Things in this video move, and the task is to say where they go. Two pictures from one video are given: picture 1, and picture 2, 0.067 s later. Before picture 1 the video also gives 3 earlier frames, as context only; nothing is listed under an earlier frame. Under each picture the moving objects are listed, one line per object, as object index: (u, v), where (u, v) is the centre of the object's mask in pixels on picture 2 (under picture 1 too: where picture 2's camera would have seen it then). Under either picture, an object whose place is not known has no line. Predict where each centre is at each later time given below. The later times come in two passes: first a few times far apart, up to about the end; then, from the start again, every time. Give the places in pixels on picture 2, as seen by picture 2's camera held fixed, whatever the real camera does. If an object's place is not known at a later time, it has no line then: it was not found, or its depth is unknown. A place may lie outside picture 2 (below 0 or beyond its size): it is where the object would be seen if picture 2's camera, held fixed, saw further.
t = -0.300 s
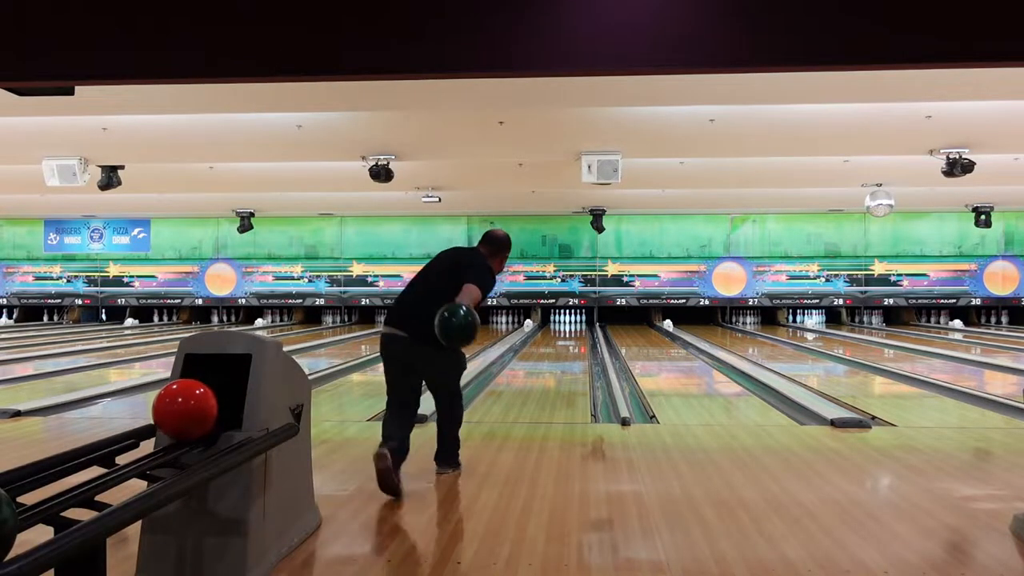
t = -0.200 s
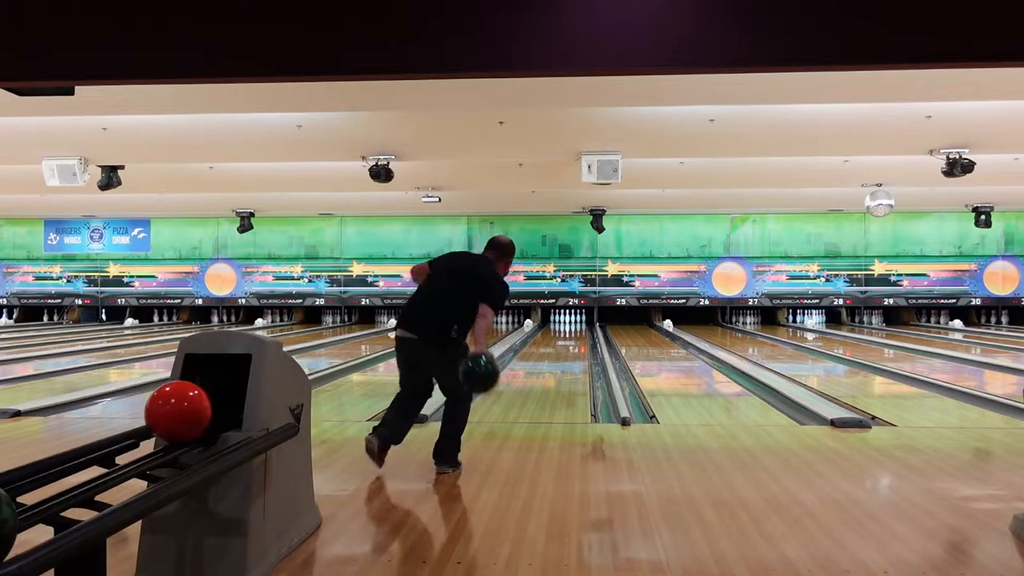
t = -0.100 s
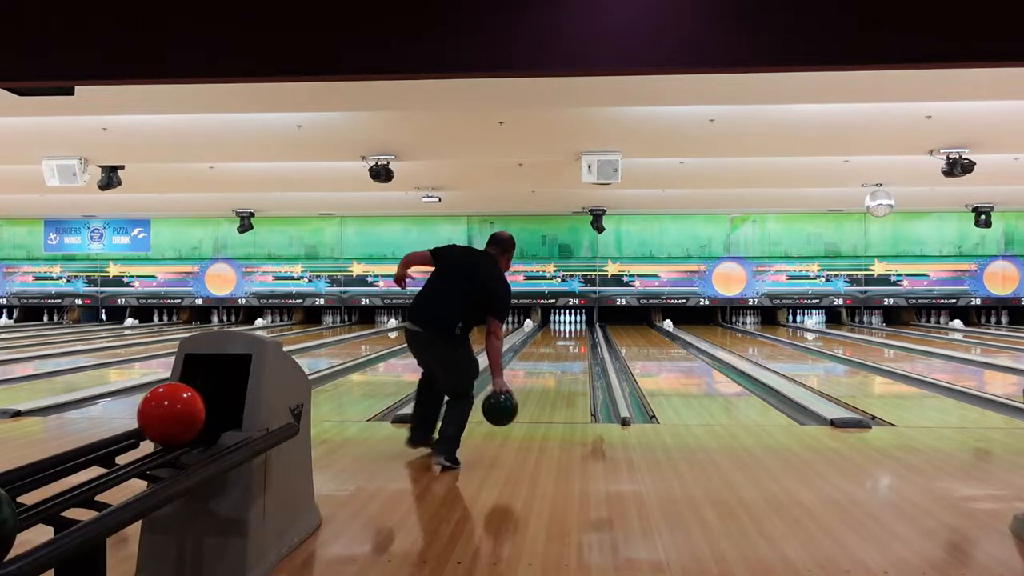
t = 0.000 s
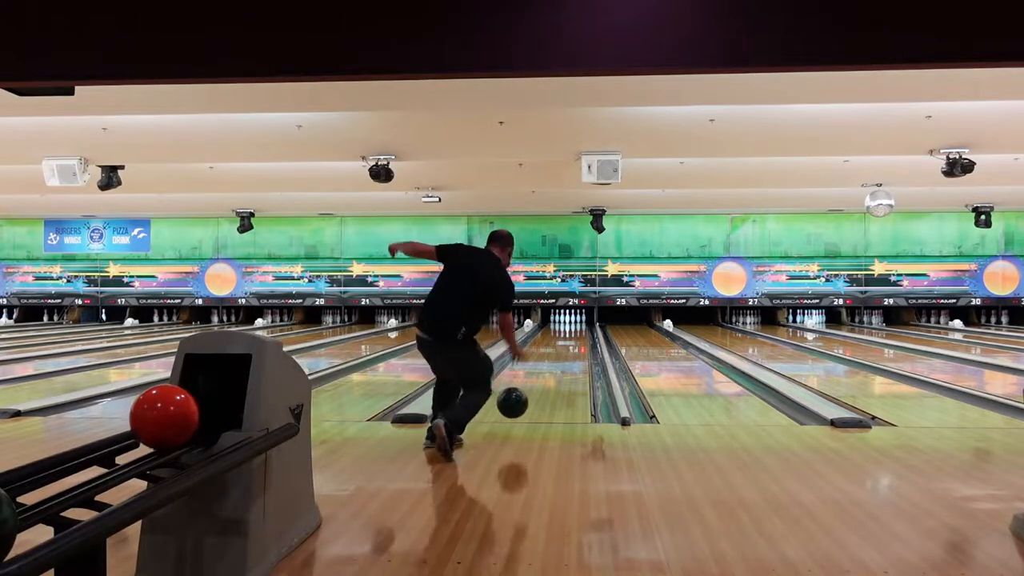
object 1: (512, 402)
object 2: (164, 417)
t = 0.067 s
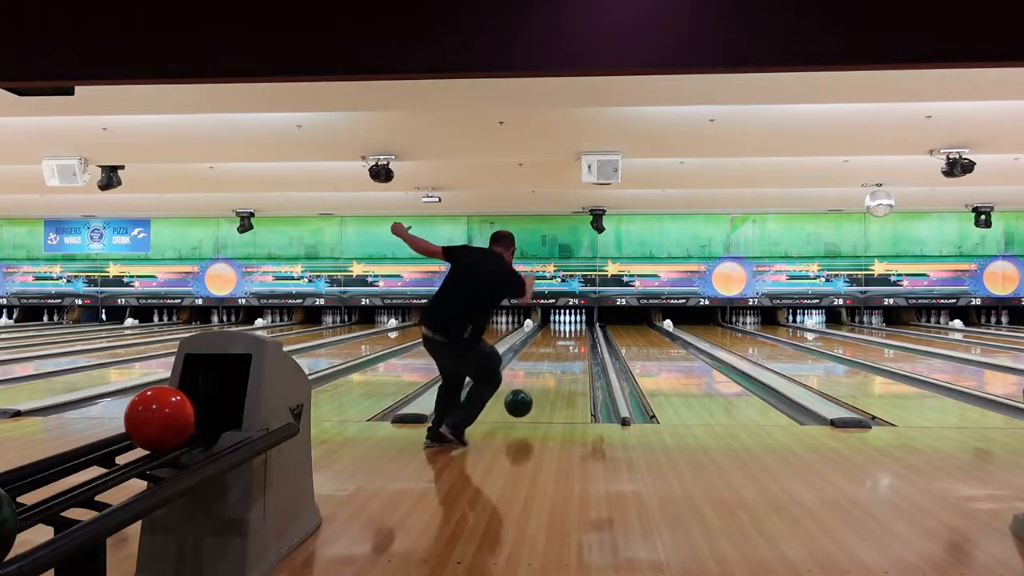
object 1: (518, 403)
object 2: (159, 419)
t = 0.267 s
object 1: (531, 387)
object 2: (143, 424)
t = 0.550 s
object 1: (545, 366)
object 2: (117, 434)
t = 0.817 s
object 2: (87, 444)
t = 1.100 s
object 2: (50, 458)
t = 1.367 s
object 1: (558, 333)
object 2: (28, 468)
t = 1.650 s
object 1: (560, 328)
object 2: (48, 490)
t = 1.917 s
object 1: (562, 325)
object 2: (39, 495)
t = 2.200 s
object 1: (563, 321)
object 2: (38, 492)
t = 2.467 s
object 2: (38, 493)
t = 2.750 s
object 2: (38, 493)
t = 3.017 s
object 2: (38, 494)
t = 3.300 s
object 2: (38, 495)
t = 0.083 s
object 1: (519, 404)
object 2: (158, 419)
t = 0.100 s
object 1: (521, 405)
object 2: (157, 419)
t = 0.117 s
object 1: (522, 405)
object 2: (155, 420)
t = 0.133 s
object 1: (523, 402)
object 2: (154, 420)
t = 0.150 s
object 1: (524, 399)
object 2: (153, 421)
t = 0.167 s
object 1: (525, 397)
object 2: (152, 421)
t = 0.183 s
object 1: (526, 395)
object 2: (150, 422)
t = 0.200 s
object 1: (527, 393)
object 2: (149, 422)
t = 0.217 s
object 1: (528, 392)
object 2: (147, 423)
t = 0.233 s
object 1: (529, 390)
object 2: (146, 423)
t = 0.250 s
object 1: (530, 389)
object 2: (144, 424)
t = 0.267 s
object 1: (531, 387)
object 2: (143, 424)
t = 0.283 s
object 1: (532, 385)
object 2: (141, 425)
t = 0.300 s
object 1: (533, 384)
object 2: (140, 425)
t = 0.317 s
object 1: (534, 382)
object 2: (139, 426)
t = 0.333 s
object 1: (535, 381)
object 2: (137, 426)
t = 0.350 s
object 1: (536, 379)
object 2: (136, 427)
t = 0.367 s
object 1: (537, 378)
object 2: (134, 427)
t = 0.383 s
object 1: (537, 376)
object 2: (133, 428)
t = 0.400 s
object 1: (538, 375)
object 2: (131, 429)
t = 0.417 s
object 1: (539, 374)
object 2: (129, 429)
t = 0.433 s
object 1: (539, 372)
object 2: (128, 430)
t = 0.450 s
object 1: (540, 371)
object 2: (126, 430)
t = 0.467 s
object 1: (541, 370)
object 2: (125, 431)
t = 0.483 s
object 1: (542, 369)
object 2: (124, 431)
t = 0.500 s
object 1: (543, 368)
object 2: (122, 432)
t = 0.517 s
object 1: (544, 367)
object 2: (120, 433)
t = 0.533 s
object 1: (544, 366)
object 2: (118, 433)
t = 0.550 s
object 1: (545, 366)
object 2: (117, 434)
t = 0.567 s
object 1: (546, 365)
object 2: (115, 434)
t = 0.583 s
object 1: (548, 364)
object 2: (113, 435)
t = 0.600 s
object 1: (549, 364)
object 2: (112, 435)
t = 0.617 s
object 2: (110, 436)
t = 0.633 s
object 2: (109, 437)
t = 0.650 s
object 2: (107, 437)
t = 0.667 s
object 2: (105, 438)
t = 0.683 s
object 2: (103, 439)
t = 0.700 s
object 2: (101, 439)
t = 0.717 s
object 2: (99, 440)
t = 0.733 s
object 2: (97, 441)
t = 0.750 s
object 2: (96, 441)
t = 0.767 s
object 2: (94, 442)
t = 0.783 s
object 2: (92, 443)
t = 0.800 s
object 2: (90, 444)
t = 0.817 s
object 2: (87, 444)
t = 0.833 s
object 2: (85, 445)
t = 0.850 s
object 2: (83, 446)
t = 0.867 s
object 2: (80, 446)
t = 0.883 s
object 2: (78, 447)
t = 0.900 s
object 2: (76, 448)
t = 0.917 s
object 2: (74, 449)
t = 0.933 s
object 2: (72, 450)
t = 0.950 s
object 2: (71, 451)
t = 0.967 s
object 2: (69, 451)
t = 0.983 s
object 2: (67, 452)
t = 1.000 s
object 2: (65, 453)
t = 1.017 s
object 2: (63, 454)
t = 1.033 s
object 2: (60, 455)
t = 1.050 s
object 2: (58, 455)
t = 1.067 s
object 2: (55, 456)
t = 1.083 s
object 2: (52, 457)
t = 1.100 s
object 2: (50, 458)
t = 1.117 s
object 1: (554, 342)
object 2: (48, 459)
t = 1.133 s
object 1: (555, 339)
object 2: (45, 460)
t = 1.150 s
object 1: (556, 339)
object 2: (43, 461)
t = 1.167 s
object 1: (556, 339)
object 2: (42, 461)
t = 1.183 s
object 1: (556, 339)
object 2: (41, 462)
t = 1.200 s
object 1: (556, 338)
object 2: (40, 463)
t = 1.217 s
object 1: (555, 337)
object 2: (38, 463)
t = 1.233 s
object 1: (556, 336)
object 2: (37, 464)
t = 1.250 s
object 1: (556, 336)
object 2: (35, 465)
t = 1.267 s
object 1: (556, 336)
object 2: (34, 465)
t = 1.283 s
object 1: (556, 335)
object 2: (33, 465)
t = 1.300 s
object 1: (556, 335)
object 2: (32, 467)
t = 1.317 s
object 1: (557, 335)
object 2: (30, 468)
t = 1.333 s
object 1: (557, 334)
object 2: (29, 468)
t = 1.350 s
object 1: (558, 334)
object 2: (28, 468)
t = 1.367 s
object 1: (558, 333)
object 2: (28, 468)
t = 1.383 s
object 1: (558, 333)
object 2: (29, 469)
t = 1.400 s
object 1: (558, 333)
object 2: (29, 469)
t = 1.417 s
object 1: (558, 332)
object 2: (30, 469)
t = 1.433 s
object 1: (558, 332)
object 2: (31, 469)
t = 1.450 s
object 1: (558, 332)
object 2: (32, 469)
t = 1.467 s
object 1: (559, 331)
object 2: (32, 470)
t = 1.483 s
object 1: (559, 331)
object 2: (34, 471)
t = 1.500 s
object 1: (559, 331)
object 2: (35, 471)
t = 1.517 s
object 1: (559, 330)
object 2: (36, 472)
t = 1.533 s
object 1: (559, 330)
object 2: (37, 472)
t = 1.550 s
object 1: (559, 330)
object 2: (38, 473)
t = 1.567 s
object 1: (559, 329)
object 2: (40, 475)
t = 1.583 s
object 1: (560, 329)
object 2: (41, 478)
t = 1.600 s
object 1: (560, 329)
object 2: (43, 481)
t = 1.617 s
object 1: (560, 328)
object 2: (45, 485)
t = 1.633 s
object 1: (560, 328)
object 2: (48, 488)
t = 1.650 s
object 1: (560, 328)
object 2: (48, 490)
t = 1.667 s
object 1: (560, 328)
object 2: (48, 489)
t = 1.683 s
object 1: (560, 328)
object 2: (47, 489)
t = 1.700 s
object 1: (560, 327)
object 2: (46, 490)
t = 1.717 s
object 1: (560, 327)
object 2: (46, 491)
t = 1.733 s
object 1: (560, 327)
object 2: (46, 491)
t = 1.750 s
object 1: (560, 327)
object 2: (45, 492)
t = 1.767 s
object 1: (560, 326)
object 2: (45, 492)
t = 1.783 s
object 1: (560, 326)
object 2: (44, 492)
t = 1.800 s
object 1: (561, 325)
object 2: (44, 493)
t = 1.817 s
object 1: (561, 325)
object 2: (43, 493)
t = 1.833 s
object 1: (561, 325)
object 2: (42, 494)
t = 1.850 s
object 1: (561, 325)
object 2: (42, 494)
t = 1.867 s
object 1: (561, 325)
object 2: (41, 495)
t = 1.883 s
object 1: (561, 325)
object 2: (41, 495)
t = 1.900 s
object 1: (562, 325)
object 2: (40, 495)
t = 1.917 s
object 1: (562, 325)
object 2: (39, 495)
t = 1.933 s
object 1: (561, 323)
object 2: (39, 491)
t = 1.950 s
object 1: (562, 324)
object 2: (38, 494)
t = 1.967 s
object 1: (562, 324)
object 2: (38, 491)
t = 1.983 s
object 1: (562, 324)
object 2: (38, 492)
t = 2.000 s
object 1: (562, 324)
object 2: (38, 492)
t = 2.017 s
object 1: (562, 323)
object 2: (38, 492)
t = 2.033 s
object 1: (562, 323)
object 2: (38, 492)
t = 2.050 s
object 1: (562, 323)
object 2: (38, 491)
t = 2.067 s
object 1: (562, 322)
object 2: (38, 491)
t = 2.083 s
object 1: (562, 322)
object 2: (38, 491)
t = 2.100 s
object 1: (562, 322)
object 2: (38, 491)
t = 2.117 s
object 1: (562, 322)
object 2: (38, 491)
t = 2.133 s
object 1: (562, 321)
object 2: (38, 491)
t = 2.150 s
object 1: (562, 321)
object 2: (38, 491)
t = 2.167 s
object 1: (563, 321)
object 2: (38, 492)
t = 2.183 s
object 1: (563, 321)
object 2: (38, 492)
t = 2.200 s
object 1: (563, 321)
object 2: (38, 492)
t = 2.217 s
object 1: (563, 321)
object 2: (38, 492)
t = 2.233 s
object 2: (38, 492)
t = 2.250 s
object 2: (38, 492)
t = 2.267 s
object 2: (38, 492)
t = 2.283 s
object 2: (38, 492)
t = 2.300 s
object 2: (38, 492)
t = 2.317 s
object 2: (38, 492)
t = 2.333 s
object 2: (38, 493)
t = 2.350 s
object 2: (38, 493)
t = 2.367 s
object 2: (38, 493)
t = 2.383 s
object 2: (38, 493)
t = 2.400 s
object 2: (38, 493)
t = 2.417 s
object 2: (38, 493)
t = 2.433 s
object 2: (38, 493)
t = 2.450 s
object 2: (38, 493)
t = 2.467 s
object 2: (38, 493)
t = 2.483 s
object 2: (38, 493)
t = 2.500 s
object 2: (38, 493)
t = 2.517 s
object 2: (38, 493)
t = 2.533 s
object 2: (38, 493)
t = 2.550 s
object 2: (38, 493)
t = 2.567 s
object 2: (38, 493)
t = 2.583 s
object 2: (38, 493)
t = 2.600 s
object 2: (38, 493)
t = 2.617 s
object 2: (38, 493)
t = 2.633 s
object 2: (38, 493)
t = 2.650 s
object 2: (38, 493)
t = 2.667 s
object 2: (38, 493)
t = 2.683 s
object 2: (38, 493)
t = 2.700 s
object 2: (38, 493)
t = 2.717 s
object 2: (38, 493)
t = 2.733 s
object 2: (38, 493)
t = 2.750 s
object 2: (38, 493)
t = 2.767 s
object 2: (38, 493)
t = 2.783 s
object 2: (38, 493)
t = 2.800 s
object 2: (38, 493)
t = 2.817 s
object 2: (38, 493)
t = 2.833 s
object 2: (38, 493)
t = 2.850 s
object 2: (38, 493)
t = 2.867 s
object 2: (38, 493)
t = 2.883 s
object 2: (38, 493)
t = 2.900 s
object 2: (38, 493)
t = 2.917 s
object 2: (38, 493)
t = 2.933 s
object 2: (38, 493)
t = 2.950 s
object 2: (38, 494)
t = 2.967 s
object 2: (38, 494)
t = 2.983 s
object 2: (38, 494)
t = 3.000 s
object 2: (38, 494)
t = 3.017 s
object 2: (38, 494)
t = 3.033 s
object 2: (38, 494)
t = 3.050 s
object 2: (38, 494)
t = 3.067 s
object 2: (38, 494)
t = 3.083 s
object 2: (38, 494)
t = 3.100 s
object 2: (38, 494)
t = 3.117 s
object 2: (38, 494)
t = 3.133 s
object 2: (38, 494)
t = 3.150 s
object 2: (38, 494)
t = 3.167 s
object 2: (38, 494)
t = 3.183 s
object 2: (38, 494)
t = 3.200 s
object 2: (38, 494)
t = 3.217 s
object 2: (38, 494)
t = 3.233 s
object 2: (38, 494)
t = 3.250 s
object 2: (38, 495)
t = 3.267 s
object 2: (38, 495)
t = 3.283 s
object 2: (38, 495)
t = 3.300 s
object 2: (38, 495)
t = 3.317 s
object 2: (38, 495)
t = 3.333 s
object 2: (38, 495)
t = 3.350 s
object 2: (38, 495)
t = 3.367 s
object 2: (38, 494)
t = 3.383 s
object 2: (38, 495)
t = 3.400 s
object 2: (37, 495)
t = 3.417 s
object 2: (38, 495)
